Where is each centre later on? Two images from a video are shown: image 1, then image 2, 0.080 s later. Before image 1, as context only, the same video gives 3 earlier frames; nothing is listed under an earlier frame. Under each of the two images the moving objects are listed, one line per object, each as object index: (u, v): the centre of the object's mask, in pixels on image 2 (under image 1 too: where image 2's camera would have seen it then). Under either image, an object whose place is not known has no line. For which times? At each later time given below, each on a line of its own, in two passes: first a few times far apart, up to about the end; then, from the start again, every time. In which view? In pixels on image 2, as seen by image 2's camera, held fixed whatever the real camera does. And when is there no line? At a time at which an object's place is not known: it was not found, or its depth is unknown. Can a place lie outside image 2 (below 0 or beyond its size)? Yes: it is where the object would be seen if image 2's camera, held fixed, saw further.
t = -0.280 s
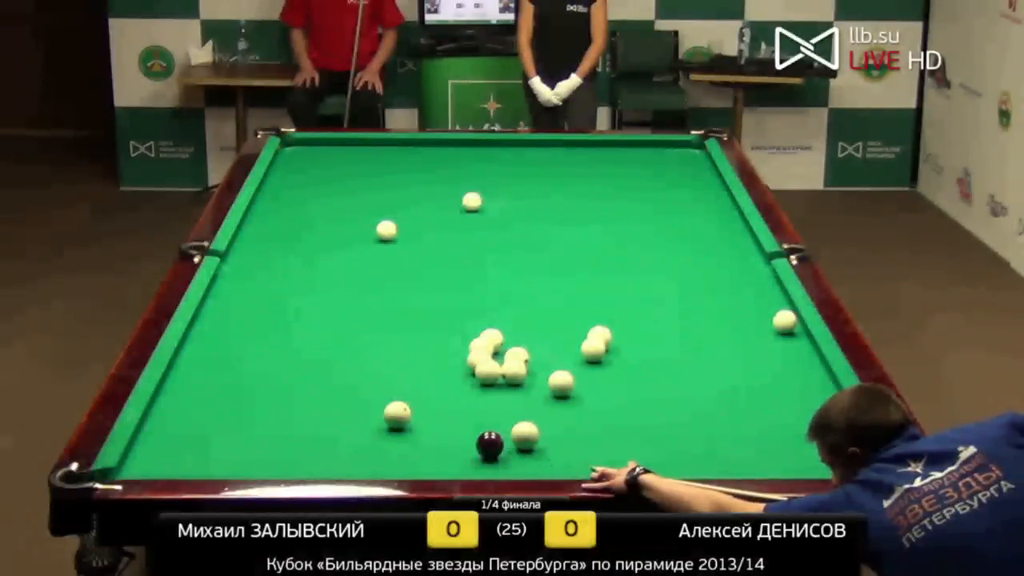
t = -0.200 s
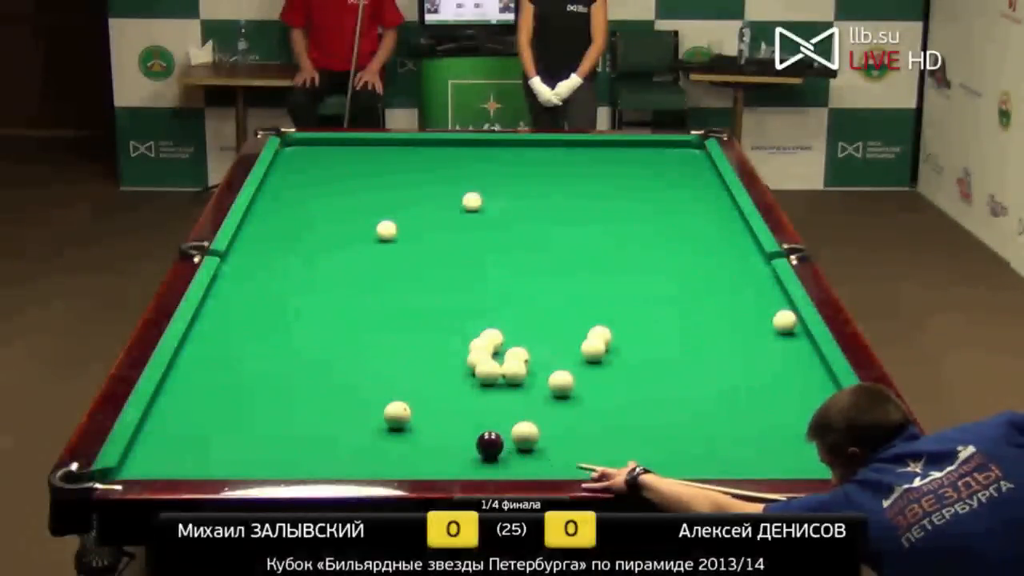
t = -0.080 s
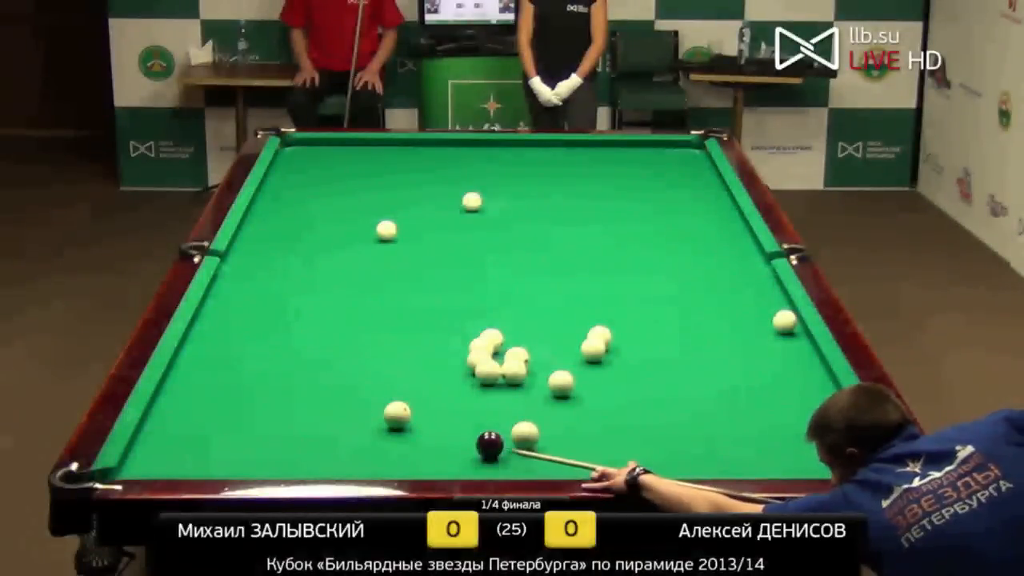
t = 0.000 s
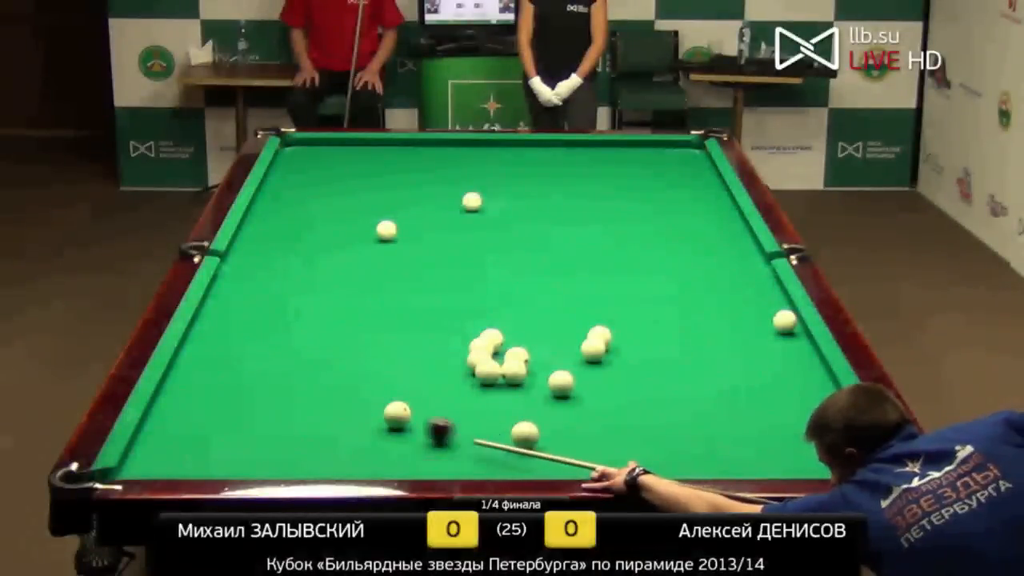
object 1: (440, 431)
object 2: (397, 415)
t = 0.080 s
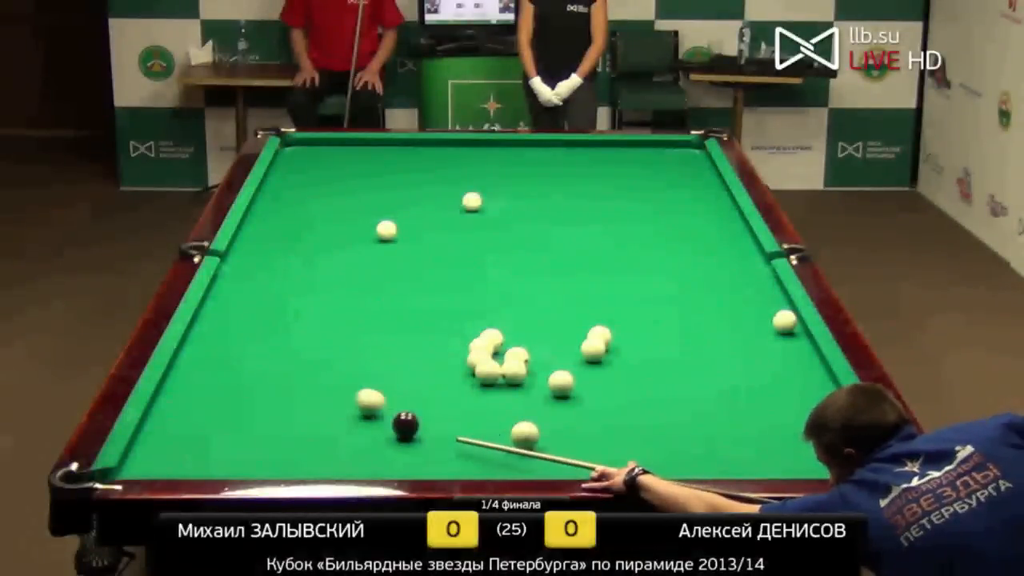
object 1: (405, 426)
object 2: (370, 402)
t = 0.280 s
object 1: (377, 432)
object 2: (276, 361)
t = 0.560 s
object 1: (338, 440)
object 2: (216, 322)
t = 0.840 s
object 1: (300, 447)
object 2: (285, 296)
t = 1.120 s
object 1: (263, 455)
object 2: (341, 273)
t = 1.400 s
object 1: (228, 460)
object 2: (392, 252)
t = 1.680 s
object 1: (194, 464)
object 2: (437, 233)
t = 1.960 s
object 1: (164, 466)
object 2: (478, 216)
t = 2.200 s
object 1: (147, 465)
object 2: (510, 203)
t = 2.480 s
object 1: (132, 463)
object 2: (544, 188)
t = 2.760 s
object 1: (144, 462)
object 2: (576, 175)
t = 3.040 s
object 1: (152, 461)
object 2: (604, 163)
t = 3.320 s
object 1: (158, 461)
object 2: (631, 152)
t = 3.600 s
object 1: (162, 460)
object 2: (655, 143)
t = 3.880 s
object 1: (163, 460)
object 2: (681, 149)
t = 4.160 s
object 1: (161, 460)
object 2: (700, 155)
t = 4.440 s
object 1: (161, 460)
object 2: (690, 160)
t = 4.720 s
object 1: (161, 460)
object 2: (681, 166)
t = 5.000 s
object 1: (161, 460)
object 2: (670, 171)
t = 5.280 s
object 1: (161, 461)
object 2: (660, 176)
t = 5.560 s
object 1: (161, 461)
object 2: (650, 181)
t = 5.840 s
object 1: (161, 461)
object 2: (641, 185)
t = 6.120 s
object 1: (161, 461)
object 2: (631, 189)
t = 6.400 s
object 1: (161, 461)
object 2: (623, 194)
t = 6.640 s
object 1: (161, 461)
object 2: (615, 197)
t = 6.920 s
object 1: (161, 461)
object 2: (608, 201)
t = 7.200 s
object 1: (161, 461)
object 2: (600, 204)
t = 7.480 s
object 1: (161, 461)
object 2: (592, 207)
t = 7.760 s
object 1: (161, 461)
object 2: (586, 210)
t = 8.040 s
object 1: (161, 461)
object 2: (580, 213)
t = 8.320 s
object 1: (161, 461)
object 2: (574, 215)
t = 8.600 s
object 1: (161, 461)
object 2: (569, 217)
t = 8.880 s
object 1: (161, 461)
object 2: (564, 219)
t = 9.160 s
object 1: (161, 461)
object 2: (560, 220)
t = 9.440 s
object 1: (161, 461)
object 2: (556, 221)
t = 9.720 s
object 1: (161, 461)
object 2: (553, 222)
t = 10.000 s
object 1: (161, 461)
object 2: (551, 223)
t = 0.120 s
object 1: (399, 427)
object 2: (349, 393)
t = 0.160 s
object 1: (393, 428)
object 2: (329, 385)
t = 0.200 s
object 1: (388, 429)
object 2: (310, 376)
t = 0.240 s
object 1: (382, 431)
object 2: (293, 369)
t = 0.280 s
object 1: (377, 432)
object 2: (276, 361)
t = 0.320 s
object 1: (371, 433)
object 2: (261, 354)
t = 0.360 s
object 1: (365, 434)
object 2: (247, 348)
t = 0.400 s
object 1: (360, 435)
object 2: (233, 342)
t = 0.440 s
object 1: (354, 436)
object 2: (220, 336)
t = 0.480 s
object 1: (349, 437)
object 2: (207, 331)
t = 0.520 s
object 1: (343, 439)
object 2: (202, 325)
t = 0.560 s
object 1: (338, 440)
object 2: (216, 322)
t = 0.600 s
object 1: (332, 441)
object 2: (229, 318)
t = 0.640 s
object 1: (327, 442)
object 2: (240, 315)
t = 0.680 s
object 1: (321, 443)
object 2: (250, 310)
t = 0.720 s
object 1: (316, 444)
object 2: (259, 307)
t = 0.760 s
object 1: (310, 445)
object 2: (268, 303)
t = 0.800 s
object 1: (305, 446)
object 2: (277, 300)
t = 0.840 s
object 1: (300, 447)
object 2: (285, 296)
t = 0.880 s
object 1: (294, 448)
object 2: (294, 293)
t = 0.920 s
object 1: (289, 450)
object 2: (302, 289)
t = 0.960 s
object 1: (284, 451)
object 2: (310, 286)
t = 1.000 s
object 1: (278, 452)
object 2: (318, 283)
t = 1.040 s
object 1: (273, 453)
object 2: (326, 280)
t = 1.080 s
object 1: (268, 454)
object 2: (333, 276)
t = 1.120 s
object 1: (263, 455)
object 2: (341, 273)
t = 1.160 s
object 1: (258, 456)
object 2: (349, 270)
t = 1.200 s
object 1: (253, 457)
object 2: (356, 267)
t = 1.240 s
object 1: (247, 457)
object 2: (363, 264)
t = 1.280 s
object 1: (243, 458)
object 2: (371, 261)
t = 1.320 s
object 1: (237, 459)
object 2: (378, 258)
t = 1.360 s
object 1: (233, 459)
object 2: (385, 255)
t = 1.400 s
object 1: (228, 460)
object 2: (392, 252)
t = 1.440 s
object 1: (223, 461)
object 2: (398, 249)
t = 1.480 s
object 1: (218, 461)
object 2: (405, 246)
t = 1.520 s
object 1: (213, 462)
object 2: (412, 244)
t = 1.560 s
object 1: (208, 462)
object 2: (418, 241)
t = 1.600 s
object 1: (204, 463)
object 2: (425, 238)
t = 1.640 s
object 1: (199, 464)
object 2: (431, 236)
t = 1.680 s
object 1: (194, 464)
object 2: (437, 233)
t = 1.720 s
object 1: (189, 464)
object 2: (443, 231)
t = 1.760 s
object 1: (185, 465)
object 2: (449, 228)
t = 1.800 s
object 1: (180, 465)
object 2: (455, 226)
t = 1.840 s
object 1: (175, 466)
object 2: (461, 223)
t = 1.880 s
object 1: (171, 467)
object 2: (467, 221)
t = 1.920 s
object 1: (167, 467)
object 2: (472, 218)
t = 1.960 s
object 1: (164, 466)
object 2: (478, 216)
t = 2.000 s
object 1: (161, 466)
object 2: (483, 213)
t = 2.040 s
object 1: (158, 466)
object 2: (489, 212)
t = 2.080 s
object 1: (155, 466)
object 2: (494, 209)
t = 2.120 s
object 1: (152, 465)
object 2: (499, 207)
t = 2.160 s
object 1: (150, 465)
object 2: (505, 205)
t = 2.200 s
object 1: (147, 465)
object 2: (510, 203)
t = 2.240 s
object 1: (144, 465)
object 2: (515, 201)
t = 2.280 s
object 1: (141, 465)
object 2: (520, 198)
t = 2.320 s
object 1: (138, 464)
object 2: (525, 196)
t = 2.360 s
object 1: (136, 464)
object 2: (530, 194)
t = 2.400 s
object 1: (133, 464)
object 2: (535, 192)
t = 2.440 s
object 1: (131, 464)
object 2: (540, 190)
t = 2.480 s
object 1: (132, 463)
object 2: (544, 188)
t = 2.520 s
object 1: (134, 463)
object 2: (549, 186)
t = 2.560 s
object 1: (136, 463)
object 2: (554, 184)
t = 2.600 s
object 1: (138, 463)
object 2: (558, 183)
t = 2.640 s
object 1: (139, 463)
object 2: (562, 181)
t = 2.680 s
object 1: (141, 462)
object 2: (567, 179)
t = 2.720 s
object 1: (142, 462)
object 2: (571, 177)
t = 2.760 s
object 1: (144, 462)
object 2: (576, 175)
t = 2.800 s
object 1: (145, 462)
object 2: (580, 173)
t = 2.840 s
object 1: (146, 462)
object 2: (584, 172)
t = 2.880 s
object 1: (148, 462)
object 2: (588, 170)
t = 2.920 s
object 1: (149, 462)
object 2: (592, 168)
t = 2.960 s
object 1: (150, 461)
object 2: (596, 166)
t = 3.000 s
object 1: (151, 461)
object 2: (600, 165)
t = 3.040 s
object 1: (152, 461)
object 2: (604, 163)
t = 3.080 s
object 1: (153, 461)
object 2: (608, 161)
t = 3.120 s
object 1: (154, 461)
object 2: (612, 160)
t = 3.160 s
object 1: (155, 461)
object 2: (616, 158)
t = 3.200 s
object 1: (156, 461)
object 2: (620, 156)
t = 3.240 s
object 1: (157, 461)
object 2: (623, 155)
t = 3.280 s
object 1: (158, 461)
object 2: (627, 153)
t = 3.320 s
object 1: (158, 461)
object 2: (631, 152)
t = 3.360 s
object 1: (159, 461)
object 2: (634, 150)
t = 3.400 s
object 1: (160, 460)
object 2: (638, 149)
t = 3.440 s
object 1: (160, 461)
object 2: (641, 147)
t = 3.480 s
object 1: (161, 461)
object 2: (645, 145)
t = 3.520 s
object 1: (161, 460)
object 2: (648, 144)
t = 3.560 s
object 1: (162, 461)
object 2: (651, 143)
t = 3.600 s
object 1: (162, 460)
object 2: (655, 143)
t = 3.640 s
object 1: (163, 460)
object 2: (659, 143)
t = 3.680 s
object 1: (163, 461)
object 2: (662, 144)
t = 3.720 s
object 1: (163, 461)
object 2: (666, 145)
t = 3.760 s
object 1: (163, 460)
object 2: (670, 146)
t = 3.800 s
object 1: (163, 460)
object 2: (673, 147)
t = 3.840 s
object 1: (163, 460)
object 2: (677, 148)
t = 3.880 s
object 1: (163, 460)
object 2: (681, 149)
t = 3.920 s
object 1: (163, 460)
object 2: (684, 150)
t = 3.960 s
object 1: (163, 460)
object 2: (688, 151)
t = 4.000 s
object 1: (162, 460)
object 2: (691, 151)
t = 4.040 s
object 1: (162, 460)
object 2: (695, 152)
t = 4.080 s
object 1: (162, 460)
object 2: (698, 153)
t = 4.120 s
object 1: (162, 460)
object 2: (702, 154)
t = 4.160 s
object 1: (161, 460)
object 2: (700, 155)
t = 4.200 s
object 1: (161, 460)
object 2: (699, 156)
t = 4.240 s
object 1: (161, 460)
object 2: (697, 157)
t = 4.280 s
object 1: (161, 460)
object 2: (696, 158)
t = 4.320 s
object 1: (161, 460)
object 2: (695, 158)
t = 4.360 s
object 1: (161, 460)
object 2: (693, 159)
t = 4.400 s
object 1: (161, 460)
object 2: (692, 159)
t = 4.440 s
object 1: (161, 460)
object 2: (690, 160)
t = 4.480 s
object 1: (161, 460)
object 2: (689, 161)
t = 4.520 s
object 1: (161, 461)
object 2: (688, 162)
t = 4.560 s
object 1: (161, 461)
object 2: (686, 163)
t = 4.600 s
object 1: (161, 461)
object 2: (685, 164)
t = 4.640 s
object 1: (161, 461)
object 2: (683, 165)
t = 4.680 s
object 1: (161, 461)
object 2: (682, 165)
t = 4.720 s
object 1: (161, 460)
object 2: (681, 166)
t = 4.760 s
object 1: (161, 460)
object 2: (679, 167)
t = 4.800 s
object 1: (161, 460)
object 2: (678, 167)
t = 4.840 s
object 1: (161, 460)
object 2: (676, 168)
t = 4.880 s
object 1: (161, 460)
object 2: (675, 169)
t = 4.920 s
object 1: (161, 460)
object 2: (673, 169)
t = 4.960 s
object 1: (161, 460)
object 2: (672, 170)
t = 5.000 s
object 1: (161, 460)
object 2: (670, 171)
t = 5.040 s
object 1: (161, 460)
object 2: (669, 172)
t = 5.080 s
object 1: (161, 460)
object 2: (668, 172)
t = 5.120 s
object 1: (161, 460)
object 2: (666, 173)
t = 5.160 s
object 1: (161, 461)
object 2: (665, 174)
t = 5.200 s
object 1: (161, 461)
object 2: (663, 175)
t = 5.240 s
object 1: (161, 461)
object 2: (662, 175)
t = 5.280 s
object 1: (161, 461)
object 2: (660, 176)
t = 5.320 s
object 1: (161, 461)
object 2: (659, 177)
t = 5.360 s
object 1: (161, 461)
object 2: (657, 177)
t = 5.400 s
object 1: (161, 461)
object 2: (656, 178)
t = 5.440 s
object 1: (161, 461)
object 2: (655, 179)
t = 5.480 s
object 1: (161, 461)
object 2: (653, 179)
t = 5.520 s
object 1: (161, 461)
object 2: (651, 180)
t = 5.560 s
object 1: (161, 461)
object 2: (650, 181)
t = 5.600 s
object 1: (161, 461)
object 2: (649, 181)
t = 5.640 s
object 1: (161, 461)
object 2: (648, 182)
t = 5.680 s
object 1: (161, 461)
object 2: (646, 183)
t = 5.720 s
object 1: (161, 461)
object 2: (645, 183)
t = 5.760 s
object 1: (161, 460)
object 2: (643, 184)
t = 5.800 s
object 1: (161, 461)
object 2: (642, 184)
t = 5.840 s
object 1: (161, 461)
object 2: (641, 185)
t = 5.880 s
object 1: (161, 460)
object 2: (639, 186)
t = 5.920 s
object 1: (161, 460)
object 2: (638, 187)
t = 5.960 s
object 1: (161, 461)
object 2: (637, 187)
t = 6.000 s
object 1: (161, 461)
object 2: (635, 188)
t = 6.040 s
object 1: (161, 461)
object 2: (634, 188)
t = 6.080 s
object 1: (161, 461)
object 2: (633, 189)
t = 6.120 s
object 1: (161, 461)
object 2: (631, 189)
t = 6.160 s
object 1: (161, 461)
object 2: (630, 190)
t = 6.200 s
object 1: (161, 461)
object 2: (629, 191)
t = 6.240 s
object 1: (161, 461)
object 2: (628, 191)
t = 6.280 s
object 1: (161, 461)
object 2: (626, 192)
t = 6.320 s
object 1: (161, 461)
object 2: (625, 192)
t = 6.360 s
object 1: (161, 461)
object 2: (624, 193)
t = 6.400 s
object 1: (161, 461)
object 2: (623, 194)
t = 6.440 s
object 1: (161, 461)
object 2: (621, 194)
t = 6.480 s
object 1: (161, 461)
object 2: (620, 195)
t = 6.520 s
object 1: (161, 461)
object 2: (619, 195)
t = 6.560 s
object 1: (161, 461)
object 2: (618, 196)
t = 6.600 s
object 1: (161, 461)
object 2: (616, 196)
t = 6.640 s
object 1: (161, 461)
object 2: (615, 197)
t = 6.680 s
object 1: (161, 461)
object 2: (614, 198)
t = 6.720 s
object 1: (161, 461)
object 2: (613, 198)
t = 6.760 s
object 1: (161, 461)
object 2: (612, 199)
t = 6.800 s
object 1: (161, 461)
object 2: (611, 199)
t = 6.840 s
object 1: (161, 461)
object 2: (609, 200)
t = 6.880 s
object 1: (161, 461)
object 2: (608, 200)
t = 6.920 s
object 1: (161, 461)
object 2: (608, 201)
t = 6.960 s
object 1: (161, 461)
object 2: (606, 201)
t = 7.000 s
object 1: (161, 461)
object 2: (605, 202)
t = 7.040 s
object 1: (161, 461)
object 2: (604, 202)
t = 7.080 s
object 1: (161, 461)
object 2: (603, 203)
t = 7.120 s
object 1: (161, 461)
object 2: (602, 203)
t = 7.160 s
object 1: (161, 461)
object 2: (601, 204)
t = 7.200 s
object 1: (161, 461)
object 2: (600, 204)
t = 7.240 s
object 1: (161, 461)
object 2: (599, 205)
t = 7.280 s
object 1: (161, 461)
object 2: (598, 205)
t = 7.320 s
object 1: (161, 461)
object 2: (597, 205)
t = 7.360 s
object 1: (161, 461)
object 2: (596, 206)
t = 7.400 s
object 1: (161, 461)
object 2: (594, 206)
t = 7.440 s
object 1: (161, 461)
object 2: (593, 207)
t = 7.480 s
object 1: (161, 461)
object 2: (592, 207)
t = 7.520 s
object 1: (161, 461)
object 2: (591, 208)
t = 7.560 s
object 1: (161, 461)
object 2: (590, 208)
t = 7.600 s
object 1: (161, 461)
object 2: (589, 209)
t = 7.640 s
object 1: (161, 461)
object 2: (588, 209)
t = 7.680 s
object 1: (161, 461)
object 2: (588, 210)
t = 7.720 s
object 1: (161, 461)
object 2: (587, 210)
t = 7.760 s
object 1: (161, 461)
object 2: (586, 210)
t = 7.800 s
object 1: (161, 461)
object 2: (585, 211)
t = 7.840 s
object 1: (161, 461)
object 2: (584, 211)
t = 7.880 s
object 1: (161, 461)
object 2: (583, 211)
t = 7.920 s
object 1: (161, 461)
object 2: (582, 212)
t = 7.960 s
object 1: (161, 461)
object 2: (582, 212)
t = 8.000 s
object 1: (161, 461)
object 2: (580, 213)
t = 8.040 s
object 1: (161, 461)
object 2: (580, 213)
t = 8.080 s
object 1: (161, 461)
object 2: (579, 213)
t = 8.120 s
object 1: (161, 461)
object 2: (578, 214)
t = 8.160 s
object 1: (161, 461)
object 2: (577, 214)
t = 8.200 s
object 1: (161, 461)
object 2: (576, 214)
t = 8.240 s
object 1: (161, 461)
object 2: (575, 215)
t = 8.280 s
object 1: (161, 461)
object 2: (575, 215)
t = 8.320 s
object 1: (161, 461)
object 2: (574, 215)
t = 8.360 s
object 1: (161, 461)
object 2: (573, 216)
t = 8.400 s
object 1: (161, 461)
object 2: (572, 216)
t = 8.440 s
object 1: (161, 461)
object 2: (572, 216)
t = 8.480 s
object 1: (161, 461)
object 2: (571, 216)
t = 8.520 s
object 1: (161, 460)
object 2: (570, 217)
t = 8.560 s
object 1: (161, 461)
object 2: (570, 217)
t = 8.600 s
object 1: (161, 461)
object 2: (569, 217)
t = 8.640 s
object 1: (161, 461)
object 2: (568, 217)
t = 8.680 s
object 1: (161, 460)
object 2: (567, 218)
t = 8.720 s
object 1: (161, 461)
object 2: (567, 218)
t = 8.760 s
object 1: (161, 461)
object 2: (566, 218)
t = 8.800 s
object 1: (161, 461)
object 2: (565, 218)
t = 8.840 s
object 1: (161, 461)
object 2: (565, 219)
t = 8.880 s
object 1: (161, 461)
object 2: (564, 219)
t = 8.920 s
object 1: (161, 461)
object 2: (563, 219)
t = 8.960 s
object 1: (161, 461)
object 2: (563, 219)
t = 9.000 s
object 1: (161, 461)
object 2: (562, 220)
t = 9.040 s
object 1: (161, 460)
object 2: (561, 219)
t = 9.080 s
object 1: (161, 461)
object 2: (561, 220)
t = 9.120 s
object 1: (161, 461)
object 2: (560, 220)
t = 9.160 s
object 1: (161, 461)
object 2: (560, 220)
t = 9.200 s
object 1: (161, 461)
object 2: (559, 220)
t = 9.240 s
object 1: (161, 461)
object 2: (559, 221)
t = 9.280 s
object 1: (161, 461)
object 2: (558, 221)
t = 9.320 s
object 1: (161, 461)
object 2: (558, 221)
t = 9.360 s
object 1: (161, 460)
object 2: (557, 221)
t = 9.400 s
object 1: (161, 461)
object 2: (557, 221)
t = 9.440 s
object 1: (161, 461)
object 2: (556, 221)
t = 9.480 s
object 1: (161, 461)
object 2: (556, 222)
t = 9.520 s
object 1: (161, 461)
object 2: (555, 222)
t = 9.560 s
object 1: (161, 461)
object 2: (555, 222)
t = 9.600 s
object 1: (161, 461)
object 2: (554, 222)
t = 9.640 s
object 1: (161, 461)
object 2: (554, 222)
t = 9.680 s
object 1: (161, 461)
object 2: (553, 222)
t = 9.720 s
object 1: (161, 461)
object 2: (553, 222)
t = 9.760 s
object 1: (161, 461)
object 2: (553, 222)
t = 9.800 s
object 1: (161, 461)
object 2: (552, 223)
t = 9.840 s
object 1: (161, 461)
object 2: (552, 223)
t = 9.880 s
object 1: (161, 460)
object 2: (552, 223)
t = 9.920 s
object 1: (161, 461)
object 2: (551, 223)
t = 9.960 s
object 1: (161, 461)
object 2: (551, 223)
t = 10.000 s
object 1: (161, 461)
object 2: (551, 223)
